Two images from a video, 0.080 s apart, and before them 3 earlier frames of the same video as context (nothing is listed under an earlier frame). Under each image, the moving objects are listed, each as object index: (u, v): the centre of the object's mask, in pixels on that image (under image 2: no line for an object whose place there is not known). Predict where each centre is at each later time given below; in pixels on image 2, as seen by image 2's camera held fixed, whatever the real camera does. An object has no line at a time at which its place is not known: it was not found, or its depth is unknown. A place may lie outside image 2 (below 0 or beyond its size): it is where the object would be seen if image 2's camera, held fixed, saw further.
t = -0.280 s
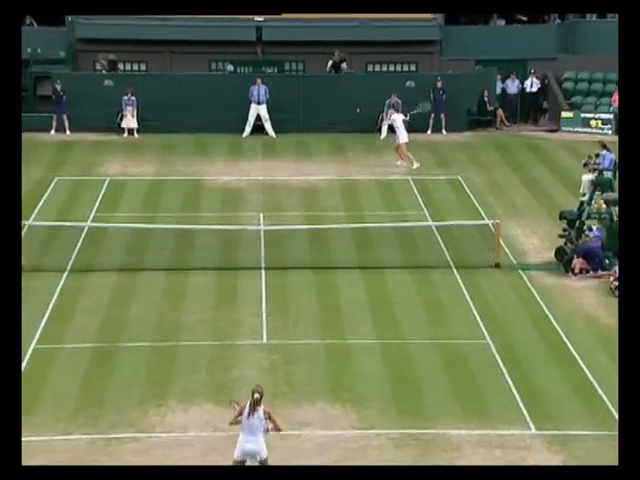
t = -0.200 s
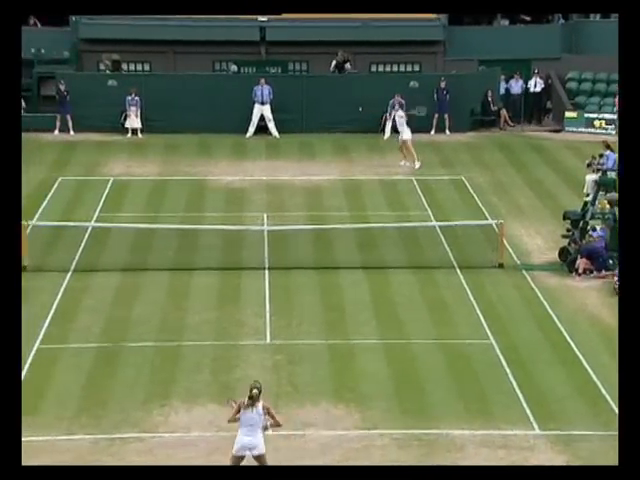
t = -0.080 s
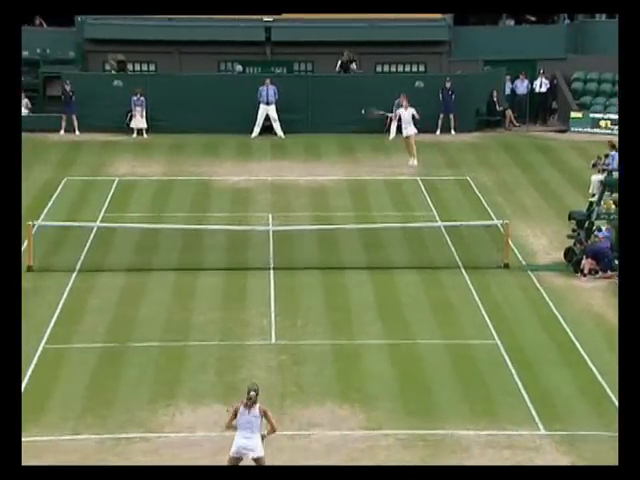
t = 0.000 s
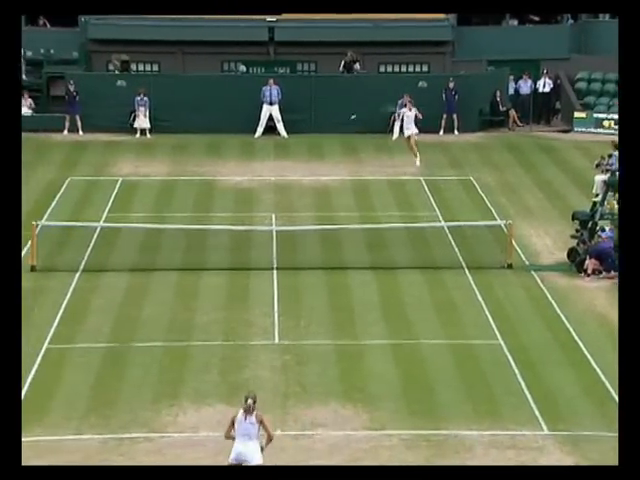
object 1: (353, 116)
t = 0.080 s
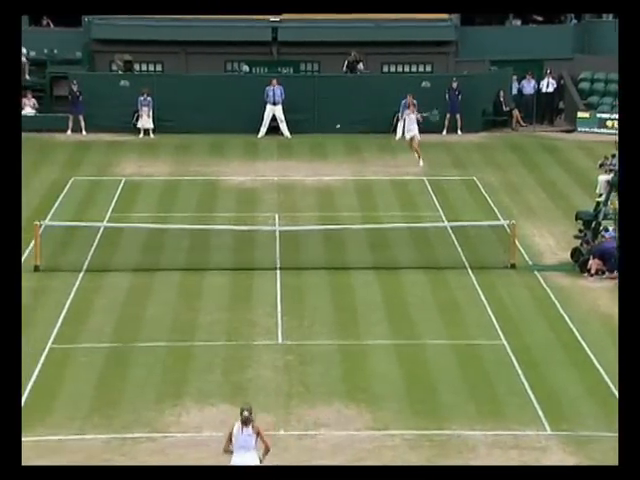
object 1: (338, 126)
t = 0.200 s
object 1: (307, 147)
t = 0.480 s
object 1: (228, 231)
